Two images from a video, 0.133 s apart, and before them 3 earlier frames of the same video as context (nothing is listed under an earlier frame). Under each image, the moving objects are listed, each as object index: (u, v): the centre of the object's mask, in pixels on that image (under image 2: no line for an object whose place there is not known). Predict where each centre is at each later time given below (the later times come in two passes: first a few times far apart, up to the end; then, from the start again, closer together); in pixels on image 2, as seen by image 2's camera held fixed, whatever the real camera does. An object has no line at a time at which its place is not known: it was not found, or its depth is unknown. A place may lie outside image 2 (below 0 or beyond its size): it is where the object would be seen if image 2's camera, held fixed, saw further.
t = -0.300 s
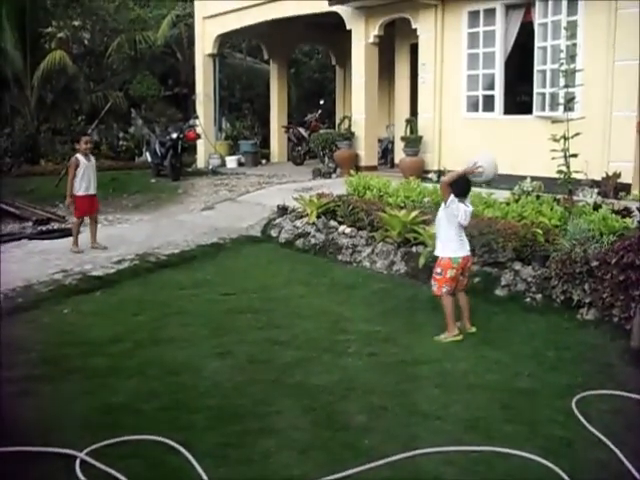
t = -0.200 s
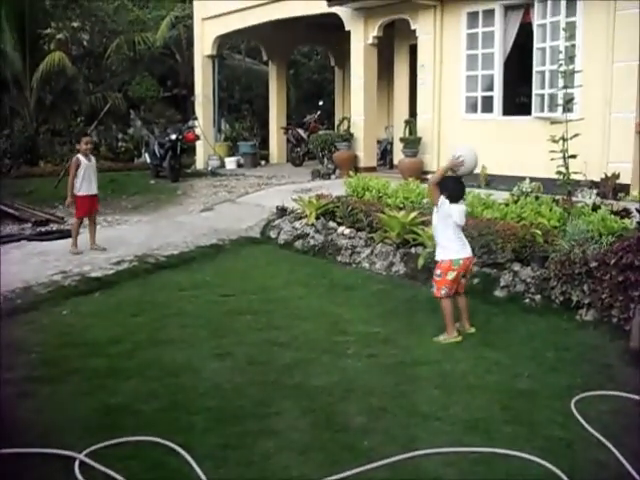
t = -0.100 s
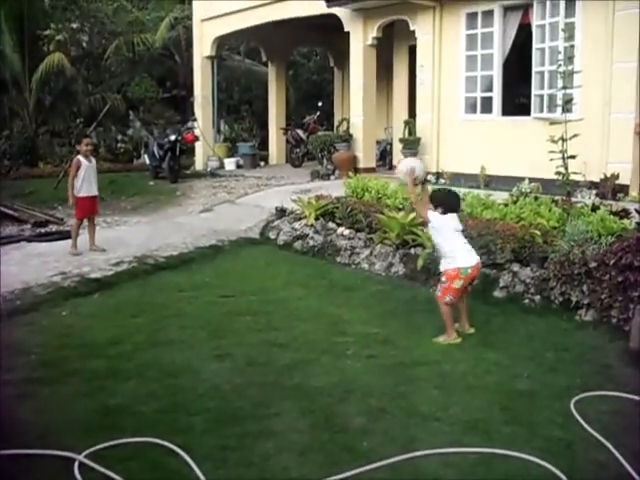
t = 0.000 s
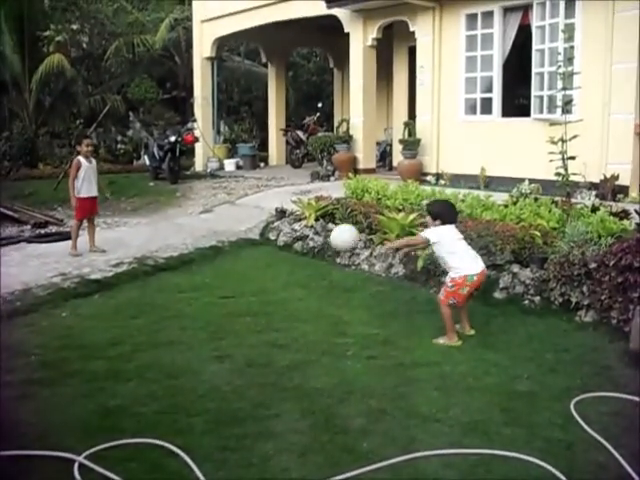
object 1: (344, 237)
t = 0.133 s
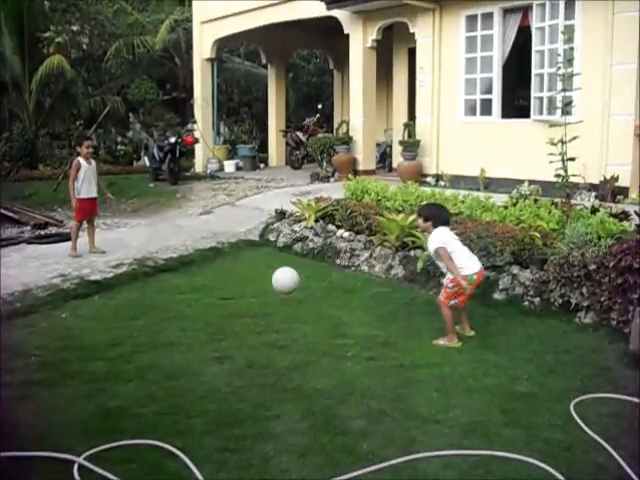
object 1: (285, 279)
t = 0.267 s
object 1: (262, 213)
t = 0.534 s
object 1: (223, 149)
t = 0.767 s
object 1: (190, 167)
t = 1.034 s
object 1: (160, 261)
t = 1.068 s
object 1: (158, 277)
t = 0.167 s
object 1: (280, 261)
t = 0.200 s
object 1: (274, 243)
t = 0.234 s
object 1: (268, 228)
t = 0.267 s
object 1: (262, 213)
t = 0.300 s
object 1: (258, 200)
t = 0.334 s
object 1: (253, 189)
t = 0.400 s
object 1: (243, 170)
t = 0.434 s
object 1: (237, 163)
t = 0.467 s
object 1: (233, 157)
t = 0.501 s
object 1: (228, 152)
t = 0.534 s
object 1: (223, 149)
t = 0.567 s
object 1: (218, 148)
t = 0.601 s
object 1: (213, 148)
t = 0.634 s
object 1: (208, 149)
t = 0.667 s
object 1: (203, 152)
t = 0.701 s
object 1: (199, 156)
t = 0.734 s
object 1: (194, 161)
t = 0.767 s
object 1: (190, 167)
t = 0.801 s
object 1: (186, 175)
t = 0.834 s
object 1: (182, 184)
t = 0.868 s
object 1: (178, 194)
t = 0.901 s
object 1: (175, 205)
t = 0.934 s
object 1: (171, 218)
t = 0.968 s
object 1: (168, 232)
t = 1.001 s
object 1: (164, 246)
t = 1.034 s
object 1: (160, 261)
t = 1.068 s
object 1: (158, 277)
